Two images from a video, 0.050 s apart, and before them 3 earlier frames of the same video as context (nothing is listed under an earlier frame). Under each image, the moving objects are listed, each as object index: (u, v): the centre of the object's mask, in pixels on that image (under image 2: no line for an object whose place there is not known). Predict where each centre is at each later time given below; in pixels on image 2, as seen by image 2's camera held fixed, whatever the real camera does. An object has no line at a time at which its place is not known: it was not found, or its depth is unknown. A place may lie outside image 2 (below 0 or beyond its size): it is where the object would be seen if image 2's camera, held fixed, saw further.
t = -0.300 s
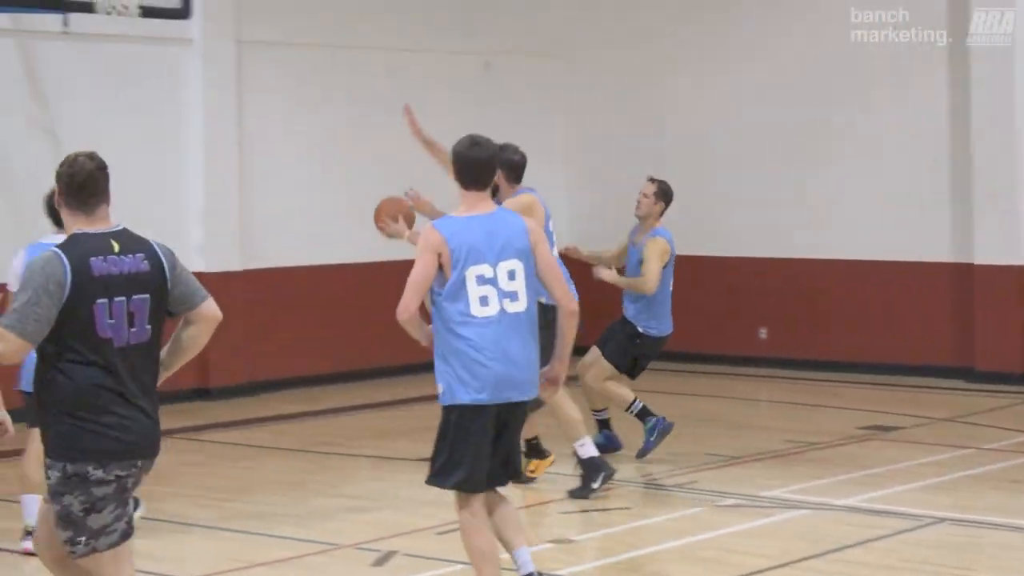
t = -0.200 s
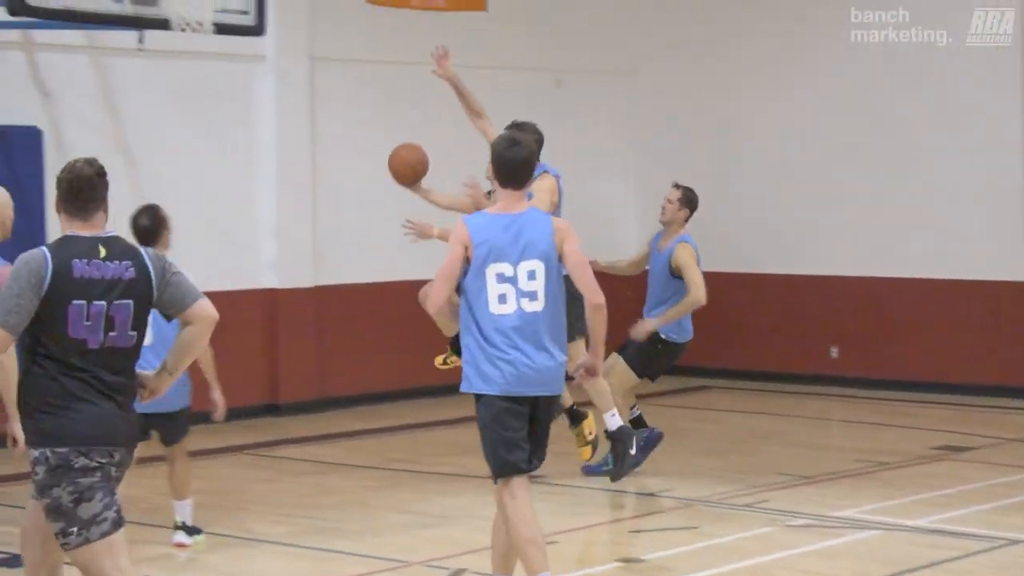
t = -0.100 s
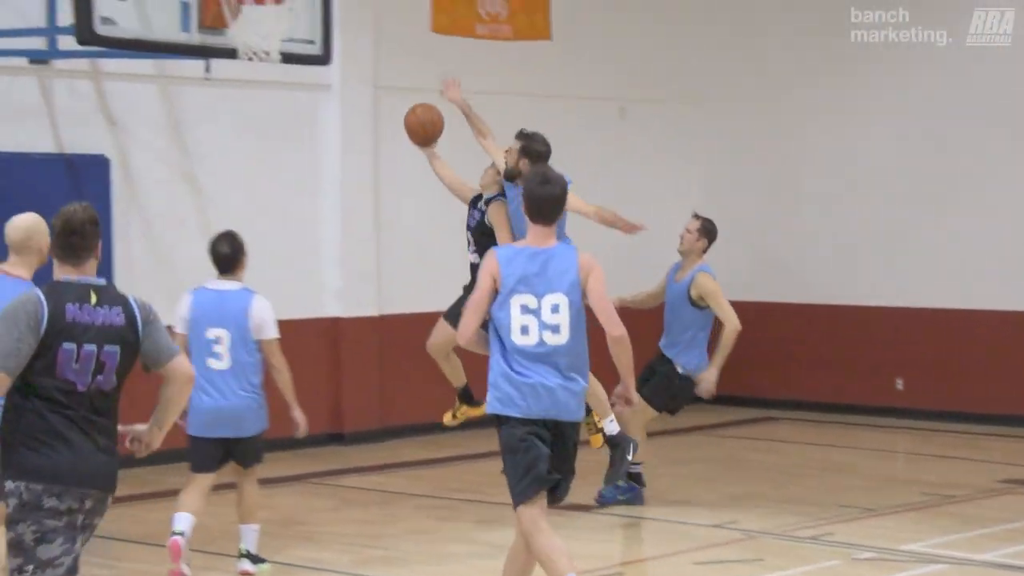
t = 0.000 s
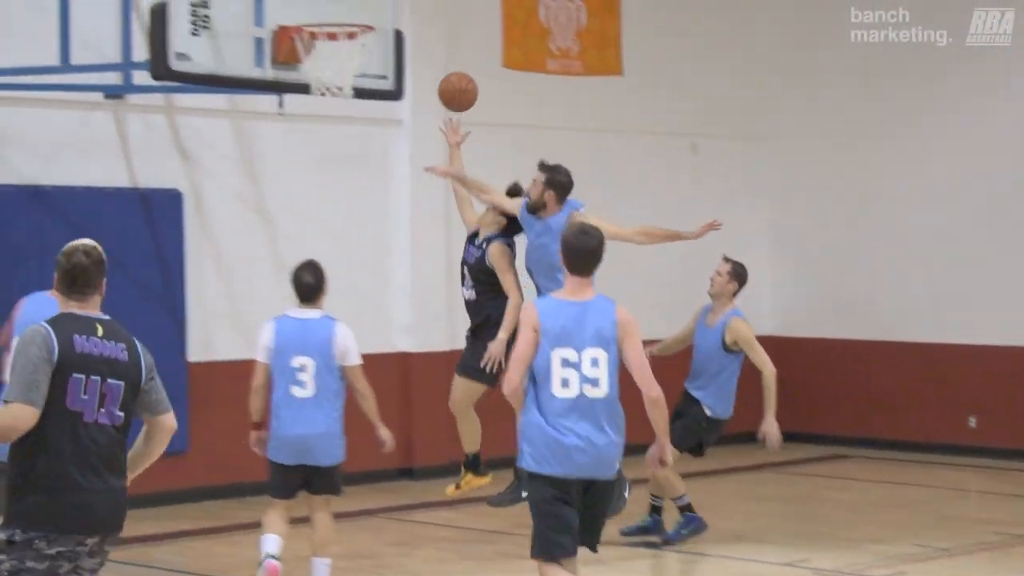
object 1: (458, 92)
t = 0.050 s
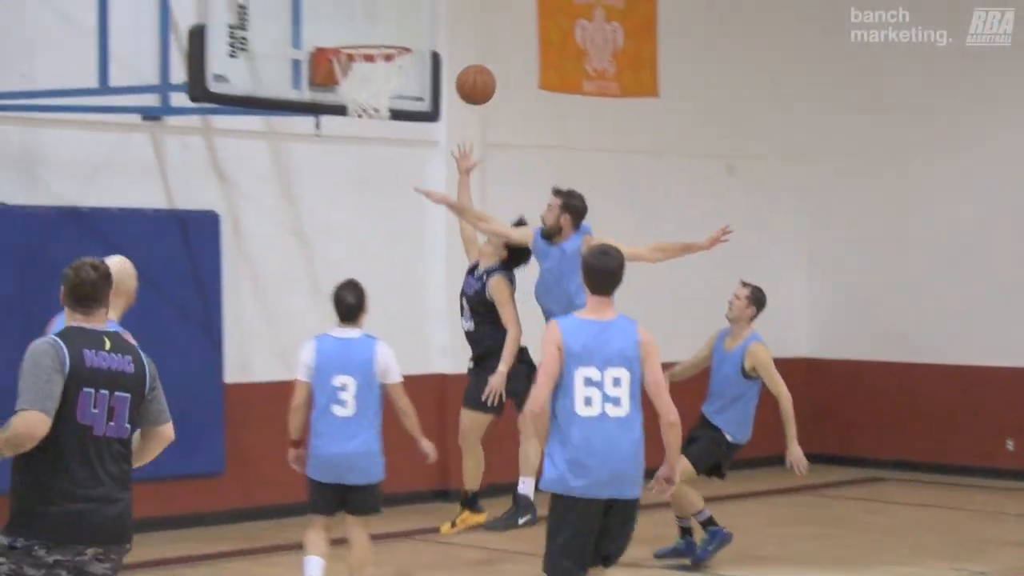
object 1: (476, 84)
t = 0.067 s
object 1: (470, 76)
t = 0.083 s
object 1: (465, 68)
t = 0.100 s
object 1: (460, 60)
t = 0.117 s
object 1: (454, 52)
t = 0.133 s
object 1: (448, 46)
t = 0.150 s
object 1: (442, 39)
